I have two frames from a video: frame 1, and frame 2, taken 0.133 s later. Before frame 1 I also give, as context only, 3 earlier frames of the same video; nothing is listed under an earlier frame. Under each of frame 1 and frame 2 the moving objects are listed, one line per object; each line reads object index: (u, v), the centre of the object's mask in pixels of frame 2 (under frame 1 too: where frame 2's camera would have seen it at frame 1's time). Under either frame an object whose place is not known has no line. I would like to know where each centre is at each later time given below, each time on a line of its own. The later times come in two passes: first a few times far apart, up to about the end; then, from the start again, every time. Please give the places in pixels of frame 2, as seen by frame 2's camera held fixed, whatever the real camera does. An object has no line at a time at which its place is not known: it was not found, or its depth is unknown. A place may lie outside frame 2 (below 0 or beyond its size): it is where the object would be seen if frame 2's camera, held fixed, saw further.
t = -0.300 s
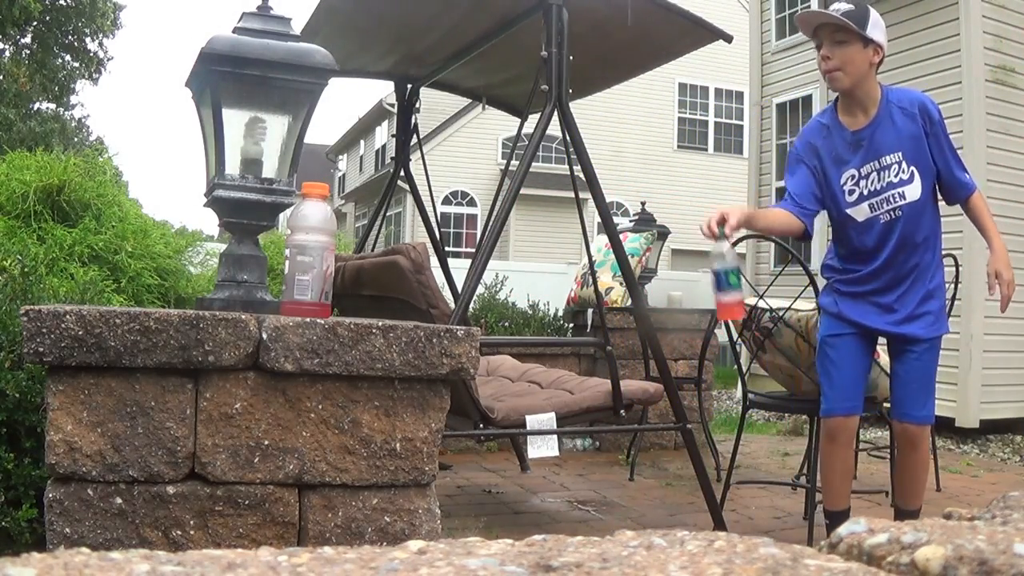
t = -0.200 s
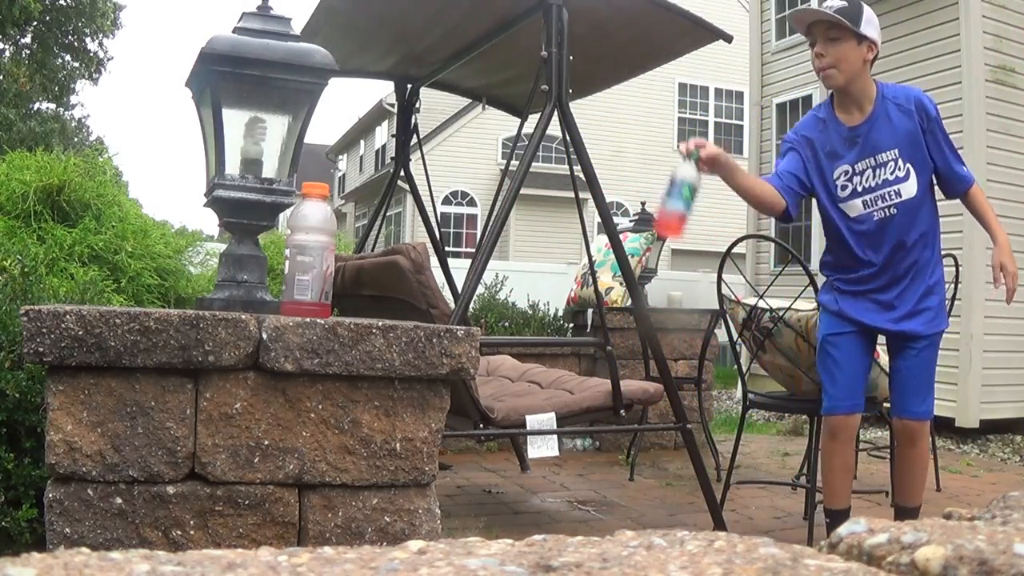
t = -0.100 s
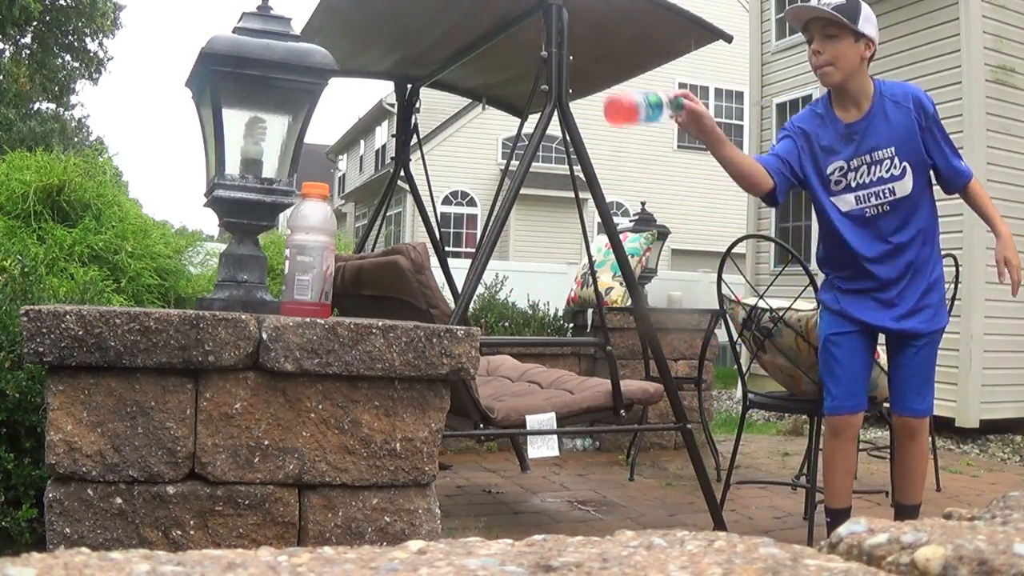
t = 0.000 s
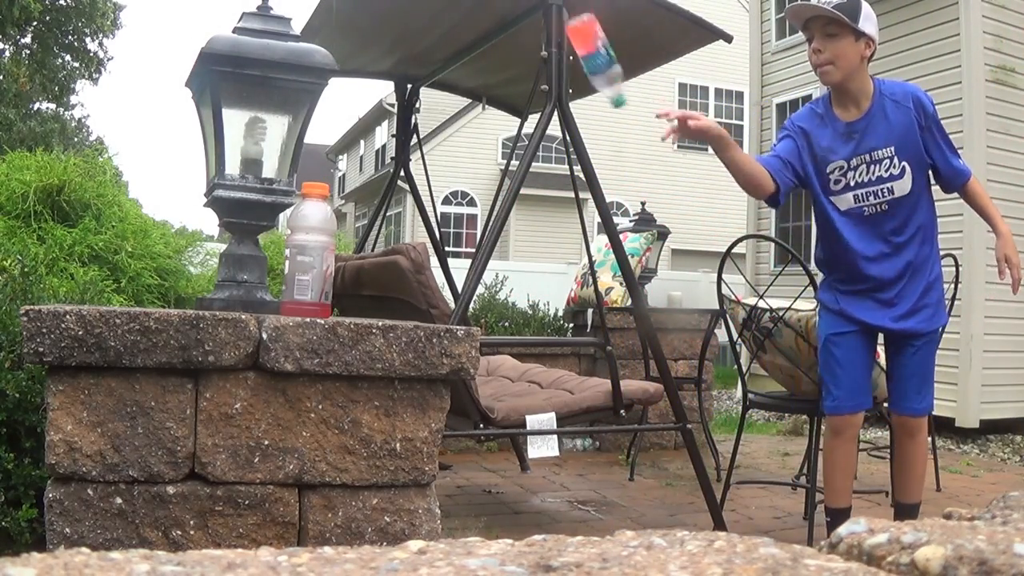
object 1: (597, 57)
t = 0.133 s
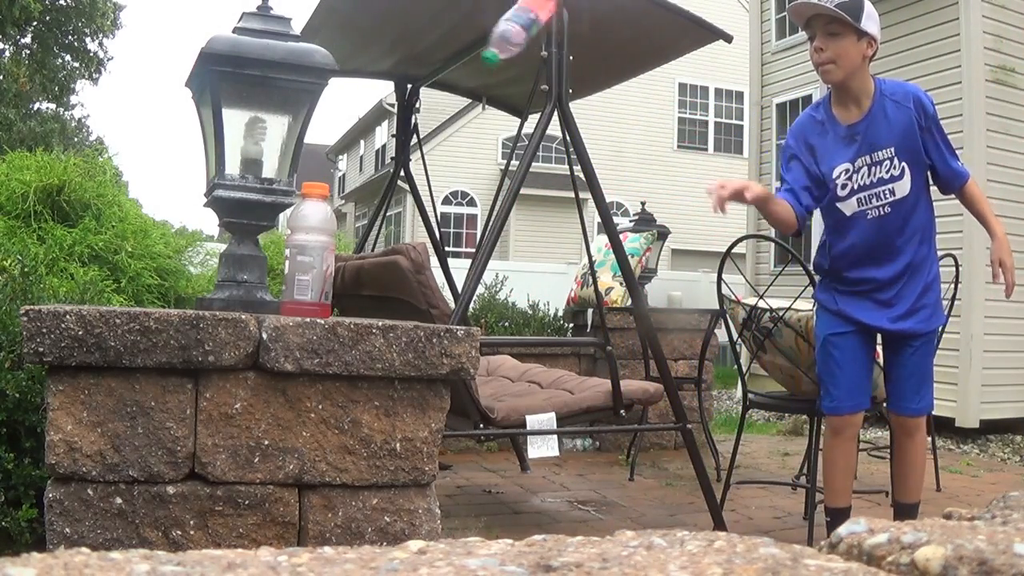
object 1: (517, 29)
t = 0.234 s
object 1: (468, 50)
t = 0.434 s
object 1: (367, 279)
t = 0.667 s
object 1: (355, 299)
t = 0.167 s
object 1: (501, 28)
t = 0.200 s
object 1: (485, 35)
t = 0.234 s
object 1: (468, 50)
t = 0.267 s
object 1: (451, 71)
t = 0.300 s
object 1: (434, 99)
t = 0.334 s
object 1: (419, 136)
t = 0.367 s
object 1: (400, 179)
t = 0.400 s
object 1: (384, 235)
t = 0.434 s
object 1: (367, 279)
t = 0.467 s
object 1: (363, 292)
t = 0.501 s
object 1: (360, 292)
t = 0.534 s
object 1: (359, 291)
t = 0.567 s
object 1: (358, 294)
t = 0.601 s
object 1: (358, 299)
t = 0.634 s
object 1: (356, 299)
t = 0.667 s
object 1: (355, 299)
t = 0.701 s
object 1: (354, 299)
